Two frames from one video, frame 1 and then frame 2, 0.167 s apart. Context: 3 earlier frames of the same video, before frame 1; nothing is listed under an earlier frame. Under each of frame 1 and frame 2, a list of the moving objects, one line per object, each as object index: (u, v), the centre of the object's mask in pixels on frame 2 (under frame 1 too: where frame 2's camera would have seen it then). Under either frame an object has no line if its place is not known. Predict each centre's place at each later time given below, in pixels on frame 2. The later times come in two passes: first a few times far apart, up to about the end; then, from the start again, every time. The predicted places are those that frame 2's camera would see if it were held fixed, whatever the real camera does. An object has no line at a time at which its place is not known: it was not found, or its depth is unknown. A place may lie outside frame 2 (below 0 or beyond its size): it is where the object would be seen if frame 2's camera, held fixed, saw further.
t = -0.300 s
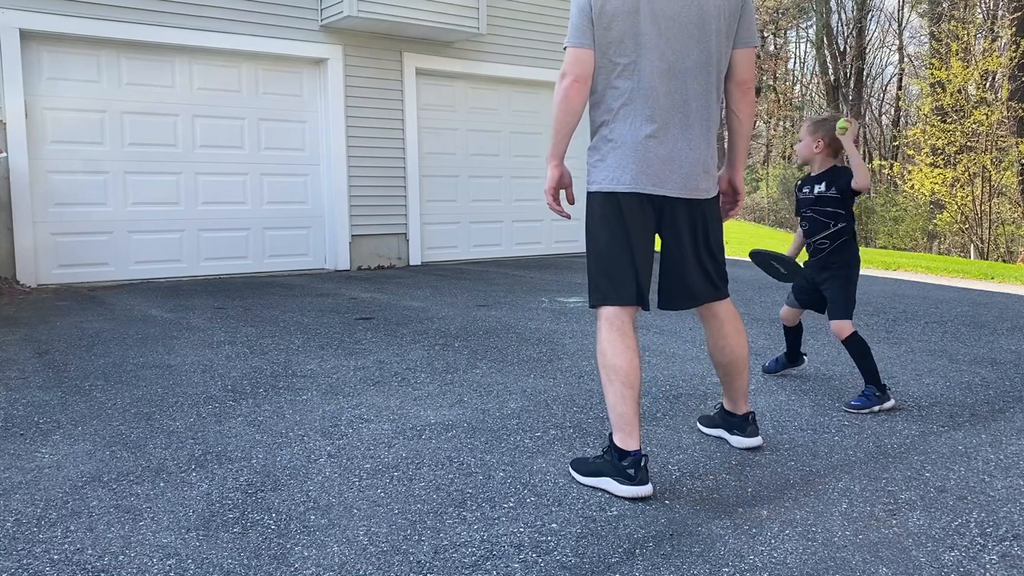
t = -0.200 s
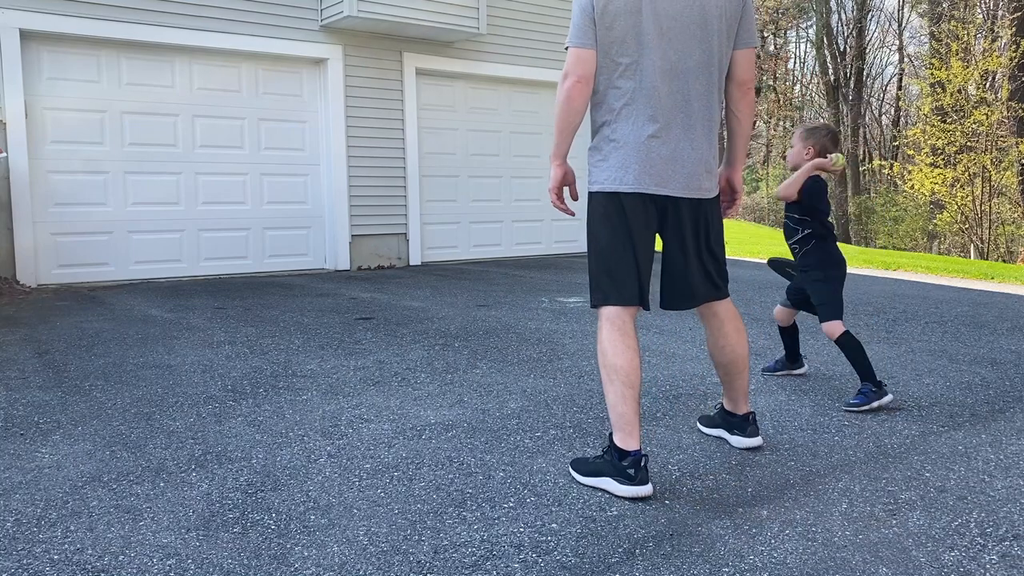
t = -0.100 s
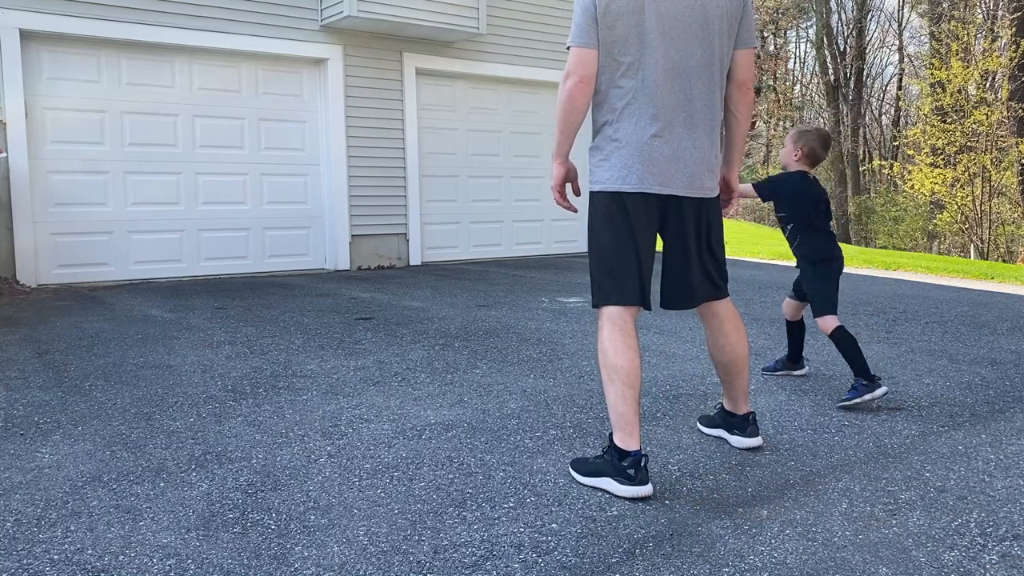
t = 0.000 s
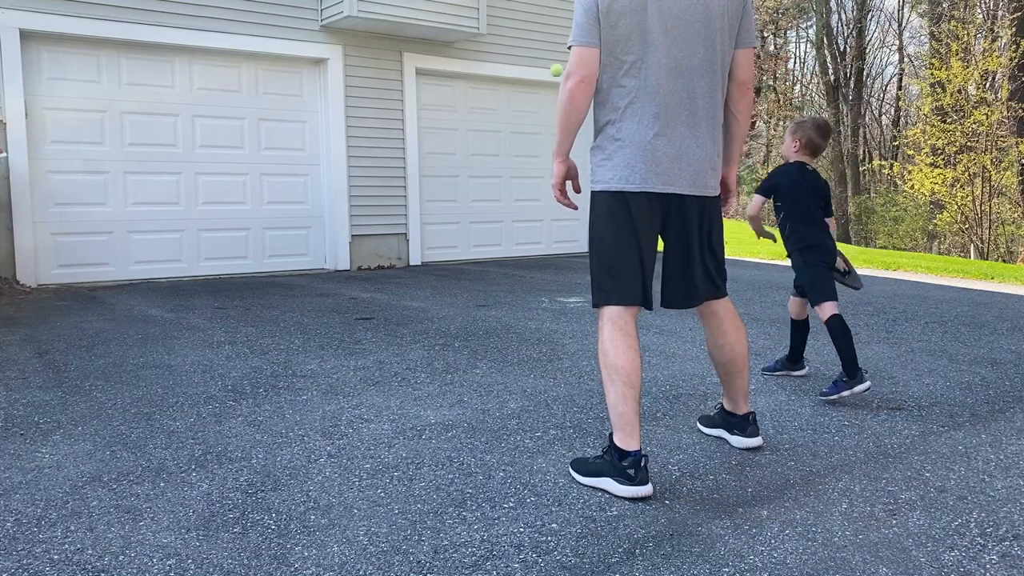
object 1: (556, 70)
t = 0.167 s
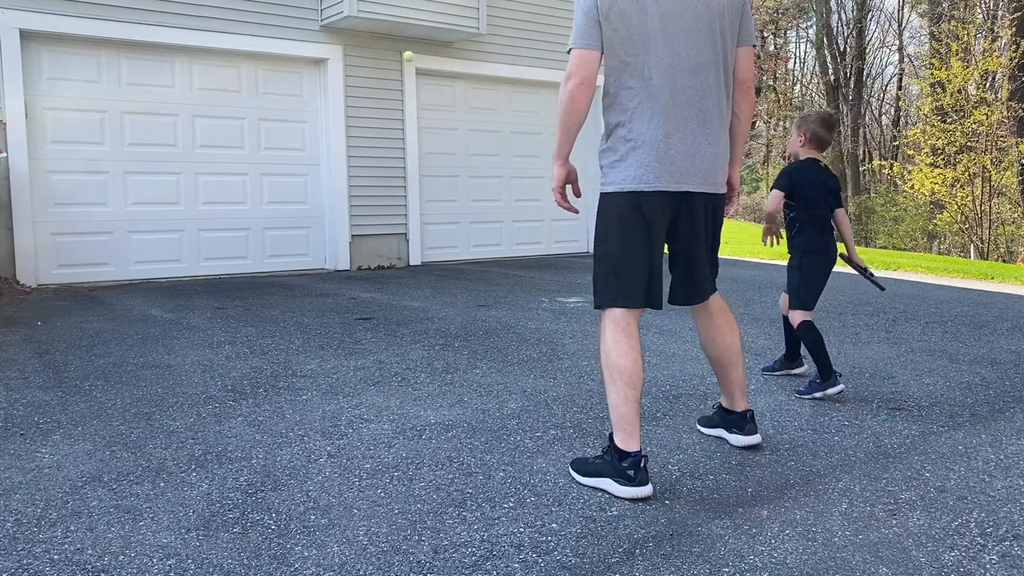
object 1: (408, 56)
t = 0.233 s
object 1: (367, 63)
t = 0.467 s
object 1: (265, 119)
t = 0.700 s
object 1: (270, 173)
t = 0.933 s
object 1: (336, 269)
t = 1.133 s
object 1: (389, 234)
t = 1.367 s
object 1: (460, 201)
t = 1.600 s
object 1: (548, 252)
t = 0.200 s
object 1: (386, 59)
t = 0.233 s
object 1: (367, 63)
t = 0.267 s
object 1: (348, 68)
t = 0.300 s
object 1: (332, 75)
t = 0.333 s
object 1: (316, 82)
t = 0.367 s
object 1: (302, 90)
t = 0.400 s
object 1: (289, 99)
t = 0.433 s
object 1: (277, 109)
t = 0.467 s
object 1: (265, 119)
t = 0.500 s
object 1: (255, 131)
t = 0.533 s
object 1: (246, 142)
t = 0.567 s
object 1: (239, 151)
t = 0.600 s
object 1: (246, 154)
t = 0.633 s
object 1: (254, 159)
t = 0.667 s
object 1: (262, 165)
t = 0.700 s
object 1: (270, 173)
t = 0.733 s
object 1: (279, 182)
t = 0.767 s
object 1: (287, 192)
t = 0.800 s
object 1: (297, 204)
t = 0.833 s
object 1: (306, 218)
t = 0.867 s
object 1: (316, 233)
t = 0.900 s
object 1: (326, 250)
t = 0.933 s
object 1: (336, 269)
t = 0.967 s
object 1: (347, 291)
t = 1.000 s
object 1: (356, 282)
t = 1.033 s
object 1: (363, 269)
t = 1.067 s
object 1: (372, 256)
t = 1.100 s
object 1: (380, 245)
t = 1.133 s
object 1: (389, 234)
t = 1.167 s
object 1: (398, 225)
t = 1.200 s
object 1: (408, 217)
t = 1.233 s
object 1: (417, 211)
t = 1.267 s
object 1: (428, 206)
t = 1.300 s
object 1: (438, 203)
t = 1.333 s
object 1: (449, 201)
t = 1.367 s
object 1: (460, 201)
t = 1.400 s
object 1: (471, 202)
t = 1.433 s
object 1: (483, 206)
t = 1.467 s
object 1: (496, 211)
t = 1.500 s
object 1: (508, 218)
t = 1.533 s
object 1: (522, 227)
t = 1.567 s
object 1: (535, 239)
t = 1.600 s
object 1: (548, 252)
